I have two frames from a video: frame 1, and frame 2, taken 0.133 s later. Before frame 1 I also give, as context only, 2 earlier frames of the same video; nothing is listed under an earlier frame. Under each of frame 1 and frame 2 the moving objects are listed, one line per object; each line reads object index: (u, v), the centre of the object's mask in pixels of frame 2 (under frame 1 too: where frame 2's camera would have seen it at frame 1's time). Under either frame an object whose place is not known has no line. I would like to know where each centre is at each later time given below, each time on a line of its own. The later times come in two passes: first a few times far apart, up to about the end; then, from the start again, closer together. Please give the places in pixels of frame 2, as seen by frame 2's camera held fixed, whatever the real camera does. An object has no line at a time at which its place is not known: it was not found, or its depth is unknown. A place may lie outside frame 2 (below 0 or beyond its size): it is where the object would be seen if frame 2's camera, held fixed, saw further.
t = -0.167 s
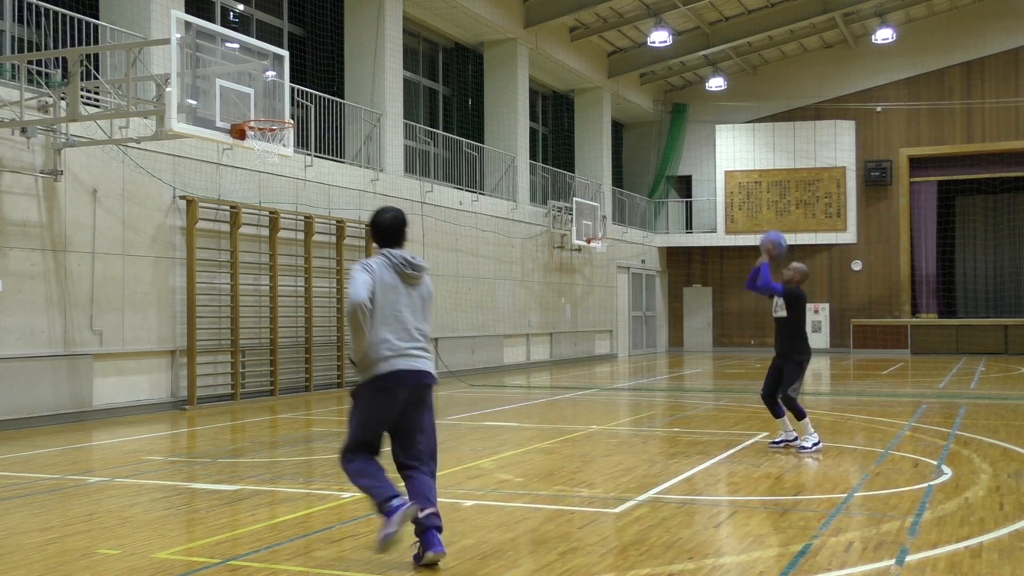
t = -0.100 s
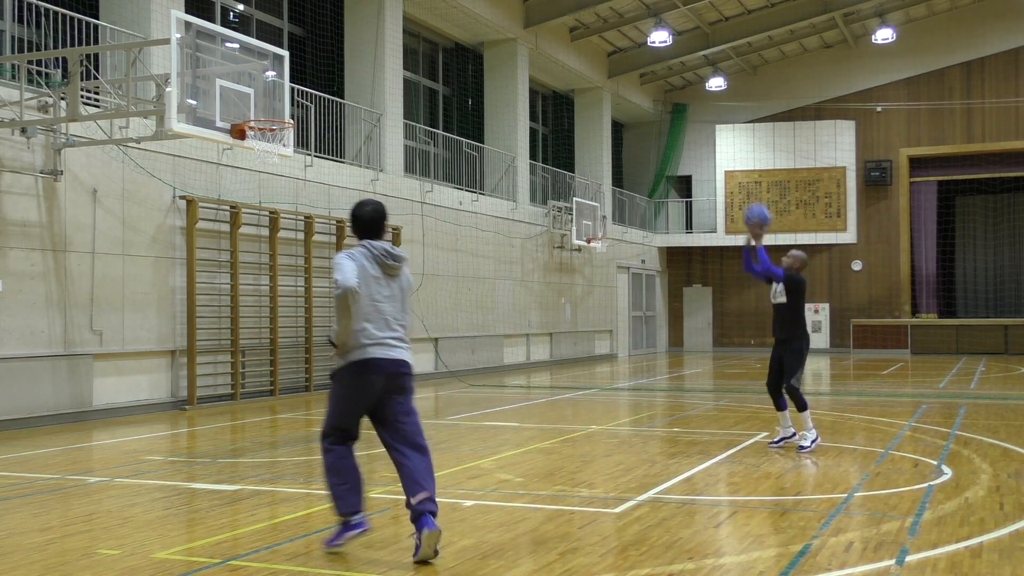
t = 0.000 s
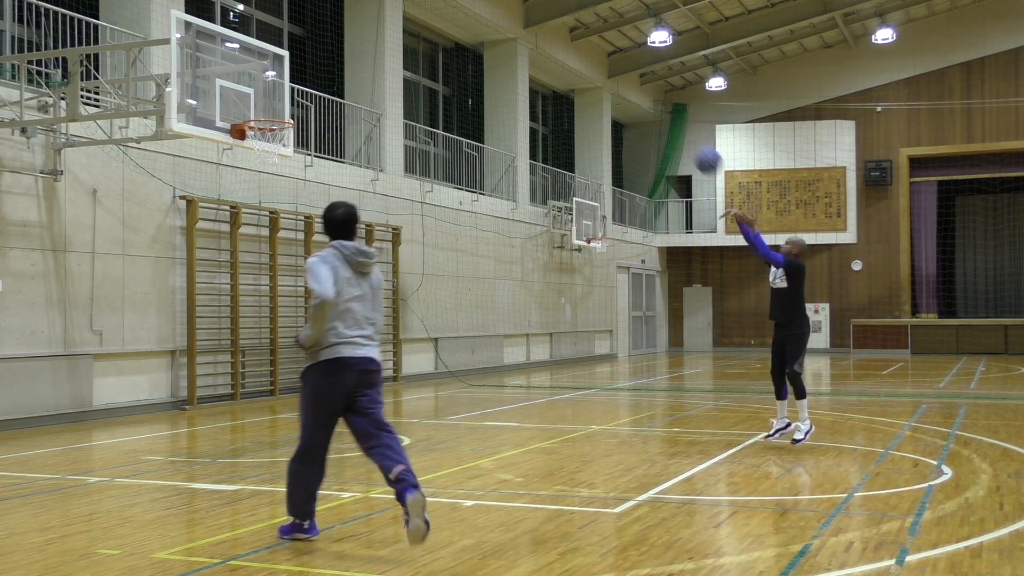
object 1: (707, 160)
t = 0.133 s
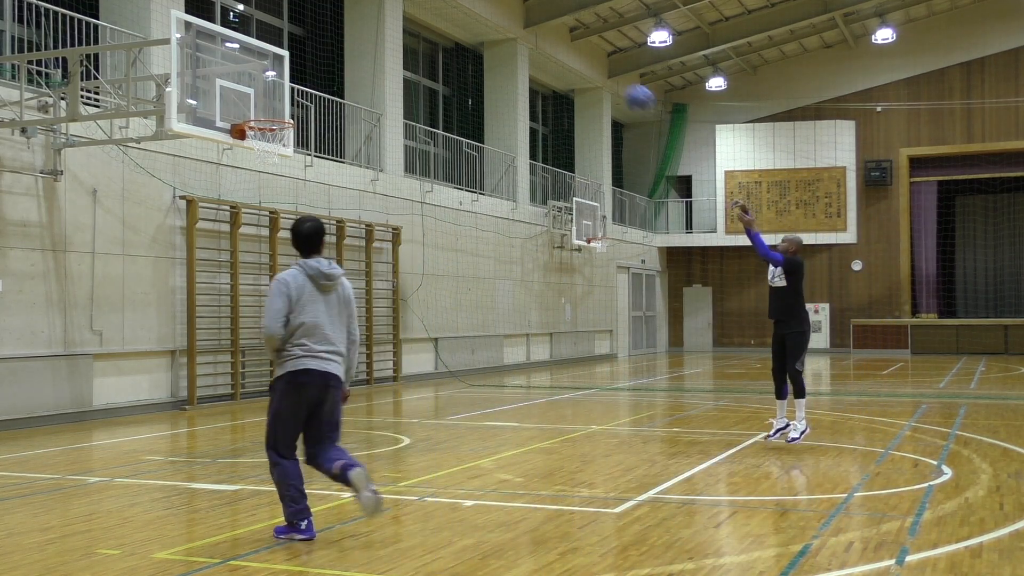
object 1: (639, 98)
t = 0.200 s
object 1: (605, 75)
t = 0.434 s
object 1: (490, 31)
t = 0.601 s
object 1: (412, 34)
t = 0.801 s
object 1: (320, 75)
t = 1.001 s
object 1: (264, 150)
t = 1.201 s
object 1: (285, 251)
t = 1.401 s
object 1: (305, 399)
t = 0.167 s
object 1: (622, 85)
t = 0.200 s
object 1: (605, 75)
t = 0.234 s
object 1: (588, 65)
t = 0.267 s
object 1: (571, 57)
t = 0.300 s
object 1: (554, 49)
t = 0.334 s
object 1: (539, 43)
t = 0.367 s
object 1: (523, 38)
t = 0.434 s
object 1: (490, 31)
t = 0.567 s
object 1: (427, 31)
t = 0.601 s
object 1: (412, 34)
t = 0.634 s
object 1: (397, 38)
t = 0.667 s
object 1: (380, 43)
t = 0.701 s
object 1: (366, 49)
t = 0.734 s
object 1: (350, 57)
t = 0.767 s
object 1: (335, 66)
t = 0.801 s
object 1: (320, 75)
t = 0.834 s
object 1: (306, 84)
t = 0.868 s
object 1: (291, 97)
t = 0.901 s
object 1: (276, 109)
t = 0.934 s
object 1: (262, 124)
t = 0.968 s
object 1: (259, 135)
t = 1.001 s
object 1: (264, 150)
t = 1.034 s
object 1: (268, 163)
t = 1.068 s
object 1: (271, 179)
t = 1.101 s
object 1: (274, 195)
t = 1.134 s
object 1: (277, 212)
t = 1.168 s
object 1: (282, 230)
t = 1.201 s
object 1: (285, 251)
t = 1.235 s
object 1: (288, 273)
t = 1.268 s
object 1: (293, 295)
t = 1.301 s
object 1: (297, 320)
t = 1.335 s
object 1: (301, 345)
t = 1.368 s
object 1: (302, 371)
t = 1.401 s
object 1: (305, 399)
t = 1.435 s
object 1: (308, 430)
